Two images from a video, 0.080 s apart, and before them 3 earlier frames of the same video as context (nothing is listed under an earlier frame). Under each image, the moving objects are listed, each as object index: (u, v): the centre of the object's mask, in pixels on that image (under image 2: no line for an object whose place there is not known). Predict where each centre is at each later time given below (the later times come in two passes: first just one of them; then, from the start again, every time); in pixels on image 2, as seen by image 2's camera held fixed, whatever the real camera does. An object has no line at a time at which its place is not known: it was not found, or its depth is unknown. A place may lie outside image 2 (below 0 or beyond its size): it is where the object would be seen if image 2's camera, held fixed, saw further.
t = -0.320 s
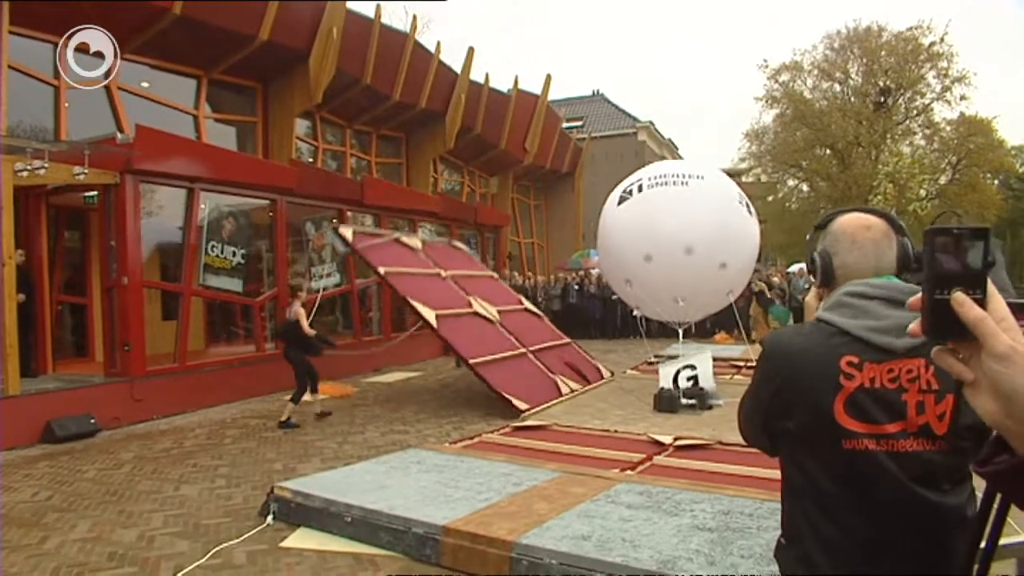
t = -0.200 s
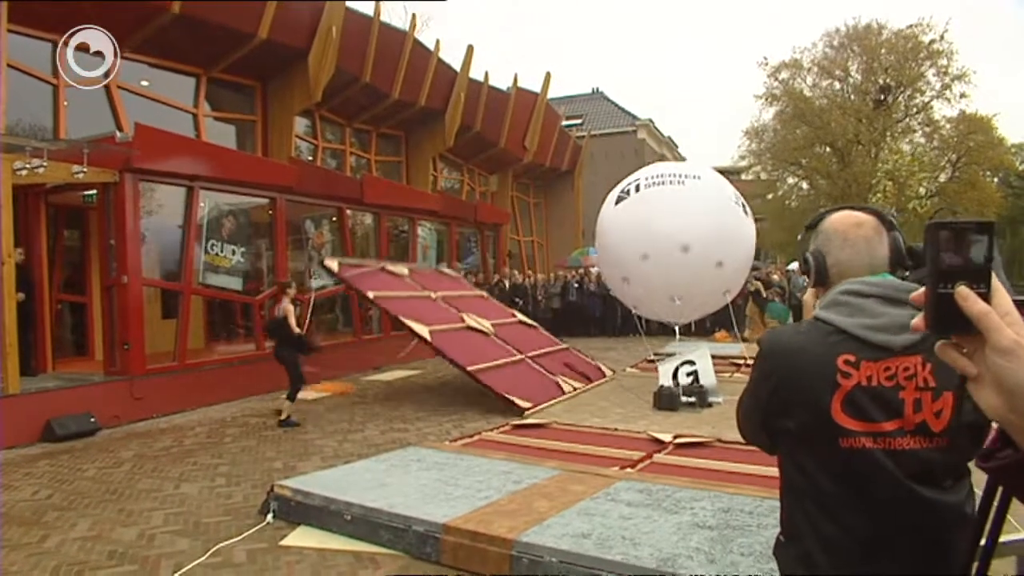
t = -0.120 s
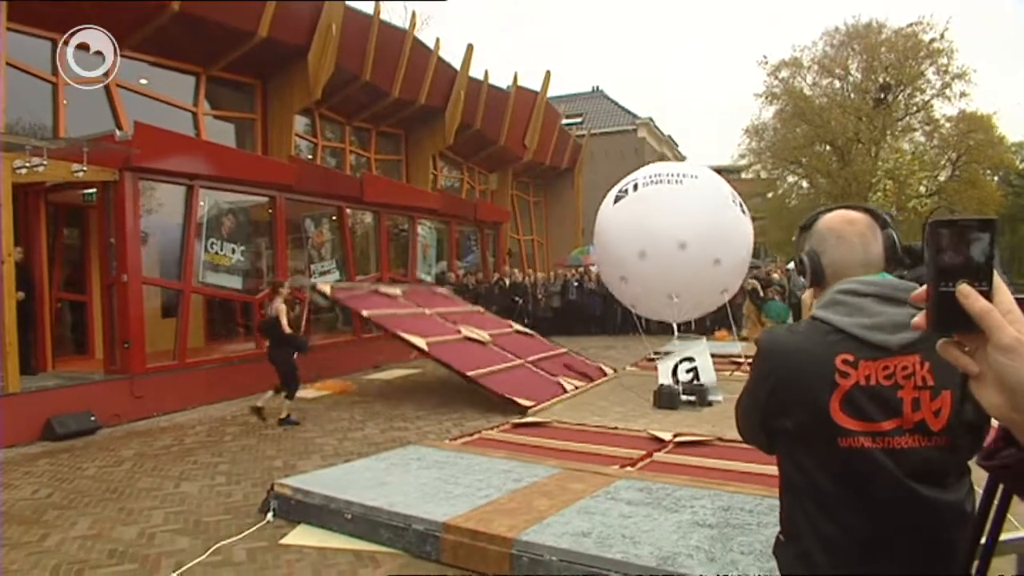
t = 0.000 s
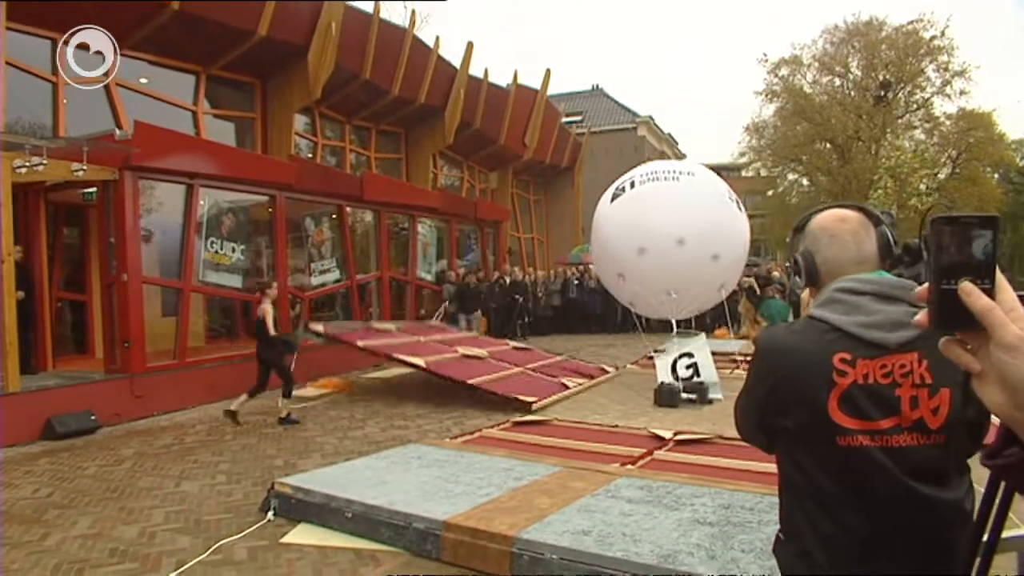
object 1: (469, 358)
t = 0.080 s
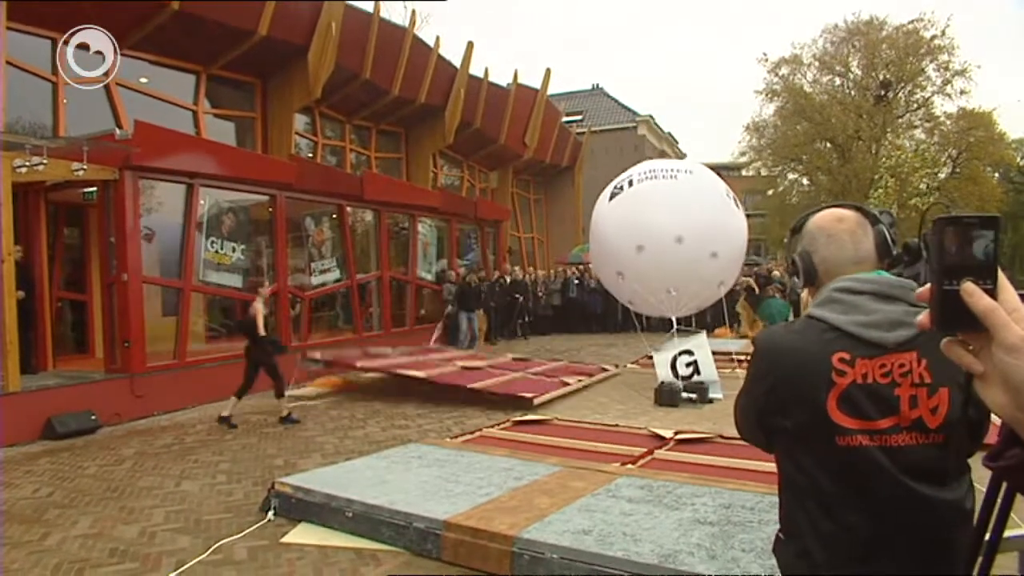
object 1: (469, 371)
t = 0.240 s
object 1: (458, 383)
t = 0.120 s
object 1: (461, 379)
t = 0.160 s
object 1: (455, 381)
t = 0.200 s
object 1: (454, 382)
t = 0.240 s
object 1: (458, 383)
